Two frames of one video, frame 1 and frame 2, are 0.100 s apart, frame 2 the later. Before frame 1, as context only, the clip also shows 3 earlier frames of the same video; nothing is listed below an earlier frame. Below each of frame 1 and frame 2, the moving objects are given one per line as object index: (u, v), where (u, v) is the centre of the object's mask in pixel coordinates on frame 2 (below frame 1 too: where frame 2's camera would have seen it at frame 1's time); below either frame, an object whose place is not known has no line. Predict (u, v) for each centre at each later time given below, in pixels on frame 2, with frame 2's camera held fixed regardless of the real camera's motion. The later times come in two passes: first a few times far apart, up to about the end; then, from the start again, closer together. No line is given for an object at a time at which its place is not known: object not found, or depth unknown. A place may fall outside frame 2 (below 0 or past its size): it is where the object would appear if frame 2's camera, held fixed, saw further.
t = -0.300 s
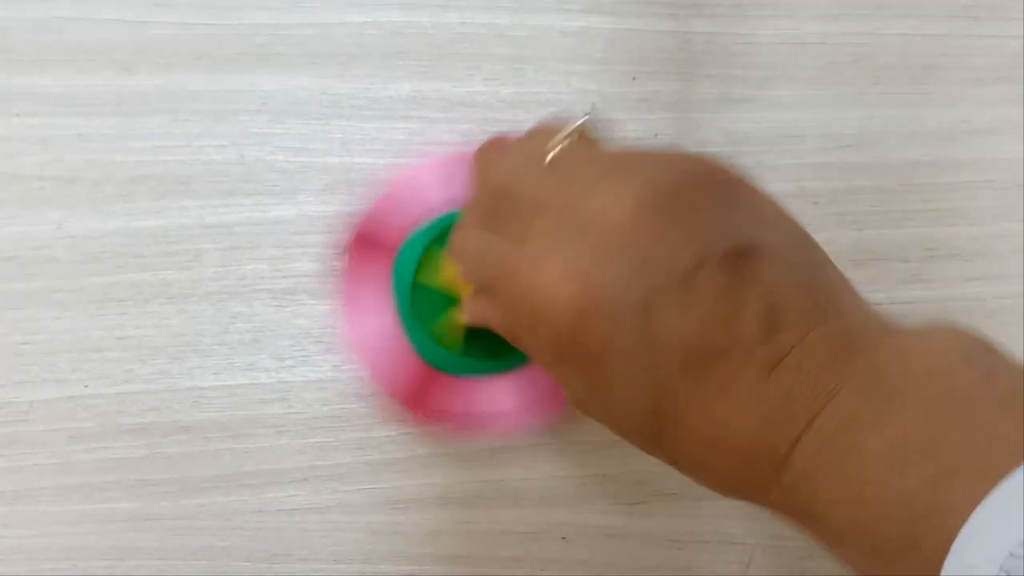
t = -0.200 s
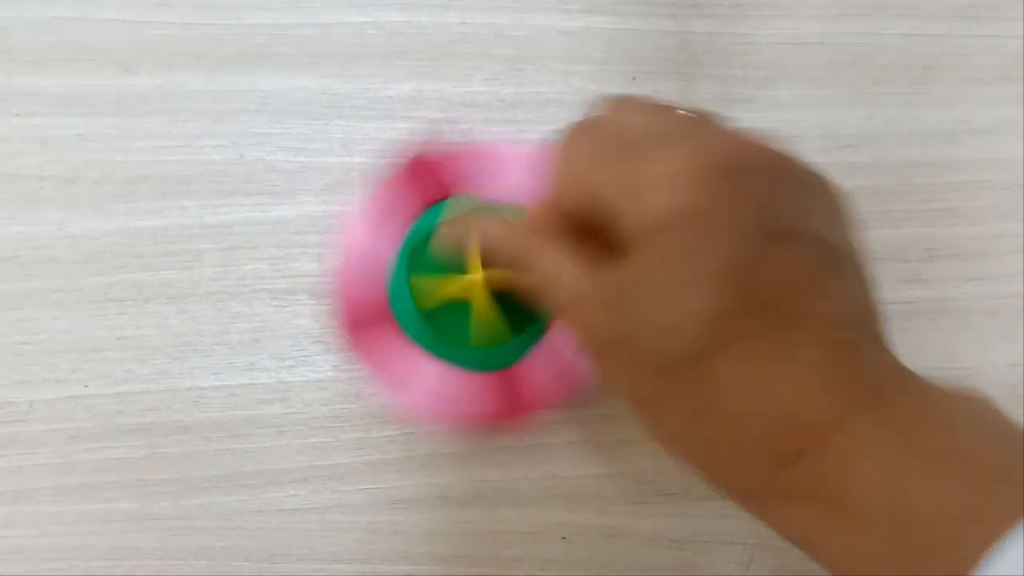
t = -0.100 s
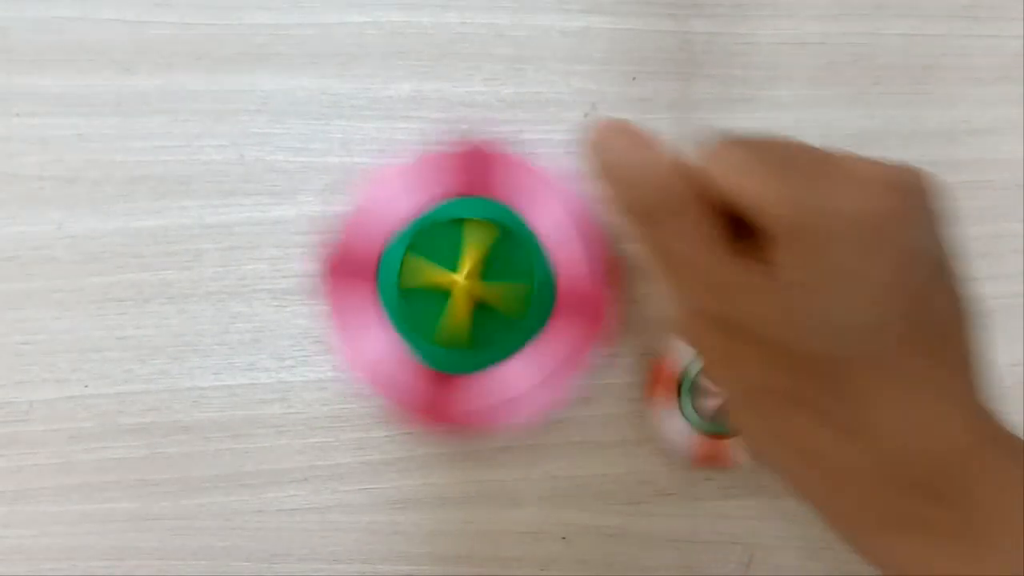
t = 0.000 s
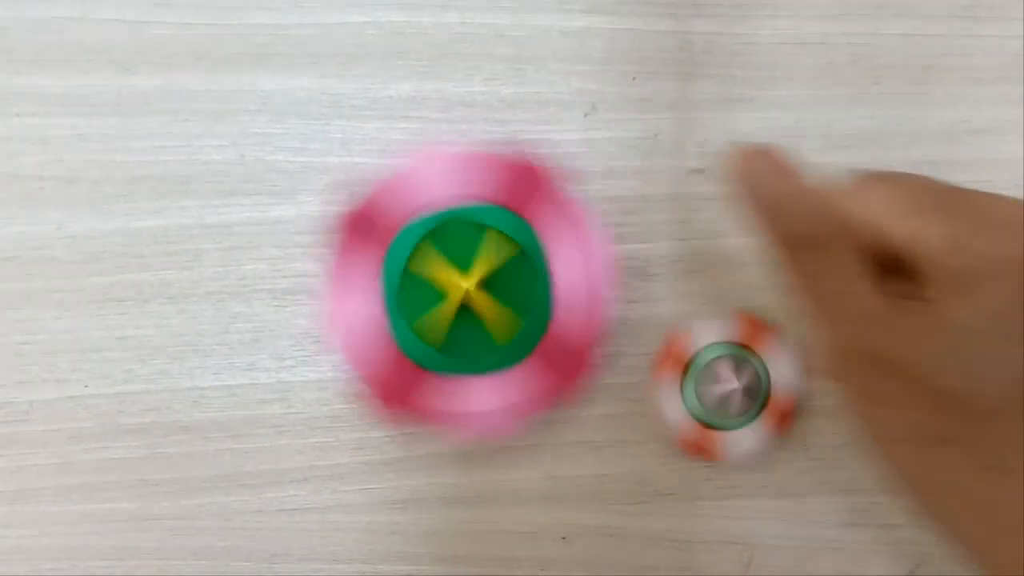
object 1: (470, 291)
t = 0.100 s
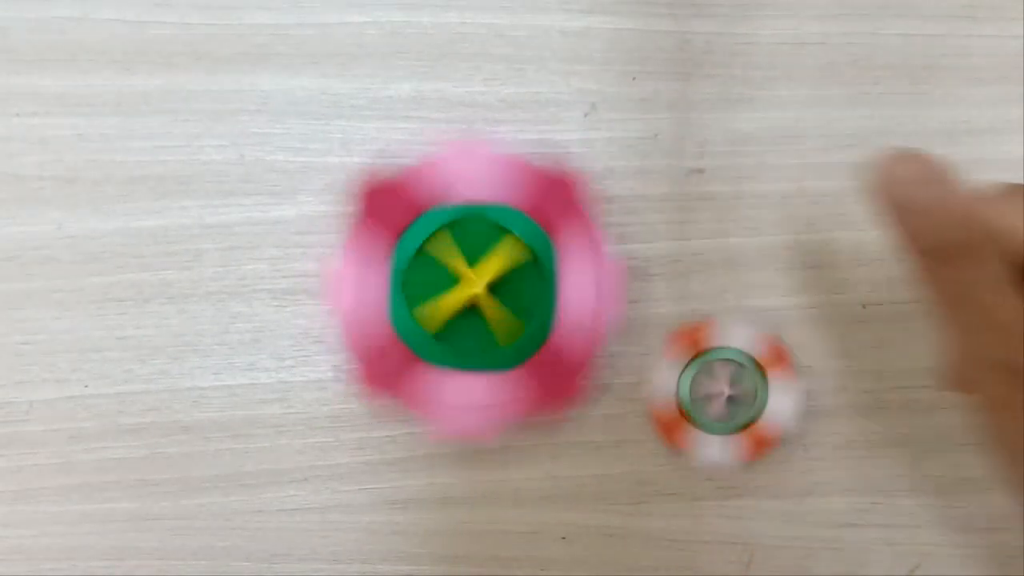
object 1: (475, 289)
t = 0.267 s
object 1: (476, 292)
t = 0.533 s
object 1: (481, 288)
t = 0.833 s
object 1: (481, 284)
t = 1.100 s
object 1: (482, 282)
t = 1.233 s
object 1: (481, 282)
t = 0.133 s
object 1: (475, 290)
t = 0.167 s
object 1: (474, 291)
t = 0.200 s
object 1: (476, 292)
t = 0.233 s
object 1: (477, 292)
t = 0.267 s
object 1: (476, 292)
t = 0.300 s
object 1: (479, 293)
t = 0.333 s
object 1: (480, 291)
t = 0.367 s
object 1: (481, 288)
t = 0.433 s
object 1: (480, 288)
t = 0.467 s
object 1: (480, 289)
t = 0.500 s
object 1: (481, 289)
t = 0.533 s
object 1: (481, 288)
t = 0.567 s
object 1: (480, 289)
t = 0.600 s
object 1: (482, 288)
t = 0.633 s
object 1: (482, 287)
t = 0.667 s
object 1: (482, 285)
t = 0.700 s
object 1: (483, 284)
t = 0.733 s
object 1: (482, 283)
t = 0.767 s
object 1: (481, 283)
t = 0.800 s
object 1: (482, 284)
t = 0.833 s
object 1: (481, 284)
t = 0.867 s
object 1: (482, 285)
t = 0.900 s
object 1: (483, 283)
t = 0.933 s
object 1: (484, 282)
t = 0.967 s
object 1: (484, 281)
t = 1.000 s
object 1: (482, 281)
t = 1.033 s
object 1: (483, 282)
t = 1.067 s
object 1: (483, 282)
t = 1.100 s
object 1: (482, 282)
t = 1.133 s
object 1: (483, 282)
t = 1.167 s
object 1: (482, 281)
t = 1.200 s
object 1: (482, 282)
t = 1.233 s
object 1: (481, 282)
